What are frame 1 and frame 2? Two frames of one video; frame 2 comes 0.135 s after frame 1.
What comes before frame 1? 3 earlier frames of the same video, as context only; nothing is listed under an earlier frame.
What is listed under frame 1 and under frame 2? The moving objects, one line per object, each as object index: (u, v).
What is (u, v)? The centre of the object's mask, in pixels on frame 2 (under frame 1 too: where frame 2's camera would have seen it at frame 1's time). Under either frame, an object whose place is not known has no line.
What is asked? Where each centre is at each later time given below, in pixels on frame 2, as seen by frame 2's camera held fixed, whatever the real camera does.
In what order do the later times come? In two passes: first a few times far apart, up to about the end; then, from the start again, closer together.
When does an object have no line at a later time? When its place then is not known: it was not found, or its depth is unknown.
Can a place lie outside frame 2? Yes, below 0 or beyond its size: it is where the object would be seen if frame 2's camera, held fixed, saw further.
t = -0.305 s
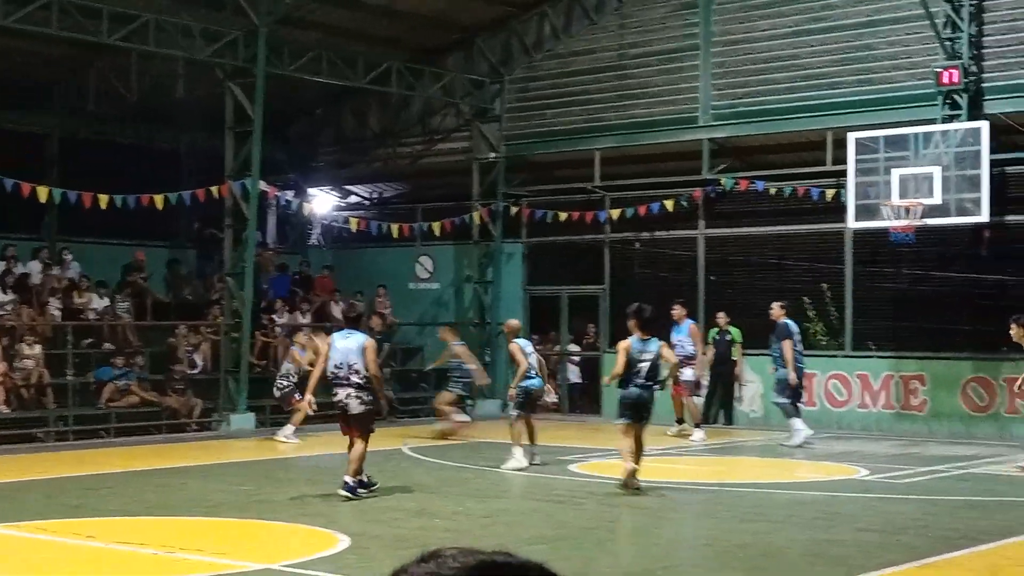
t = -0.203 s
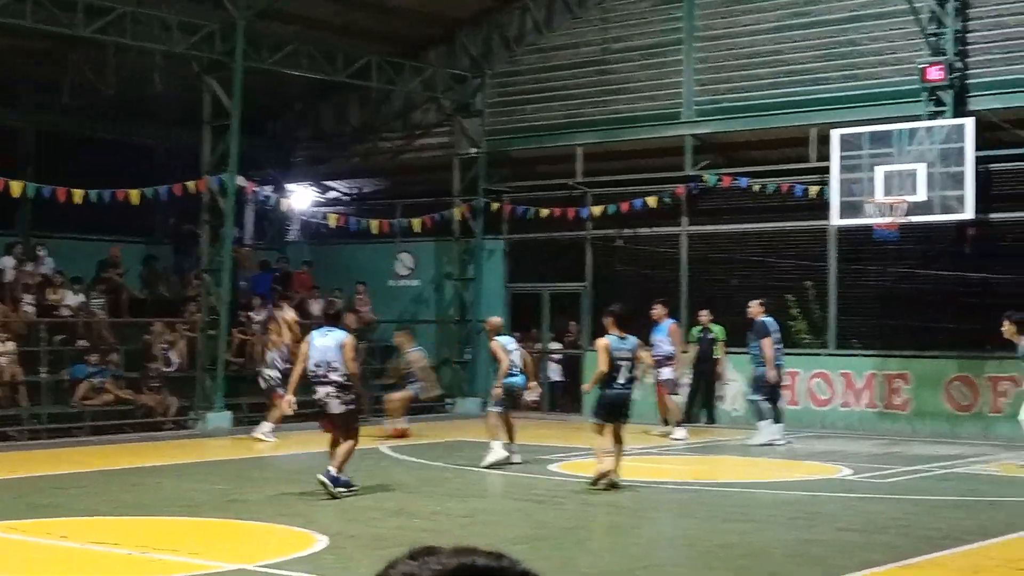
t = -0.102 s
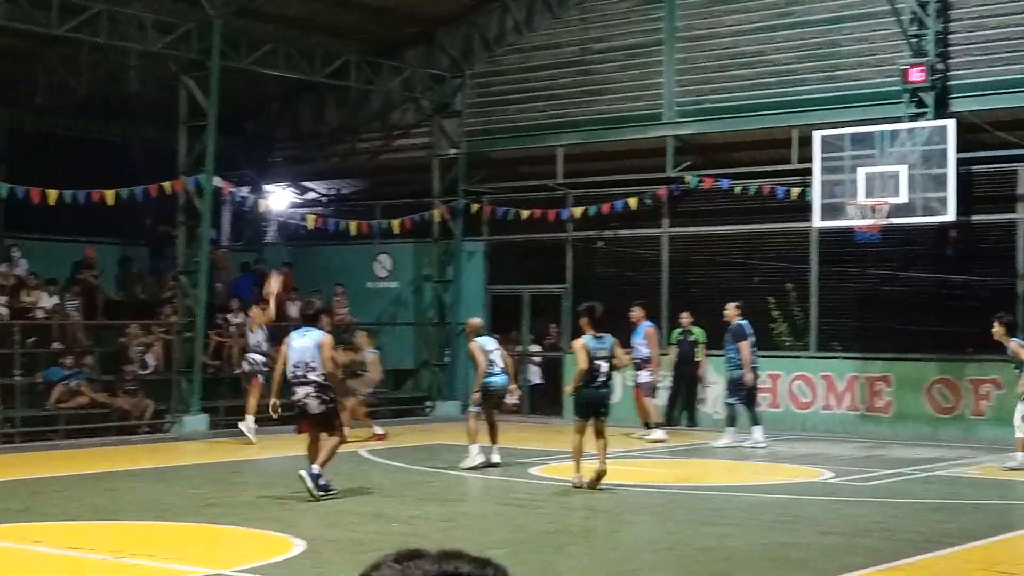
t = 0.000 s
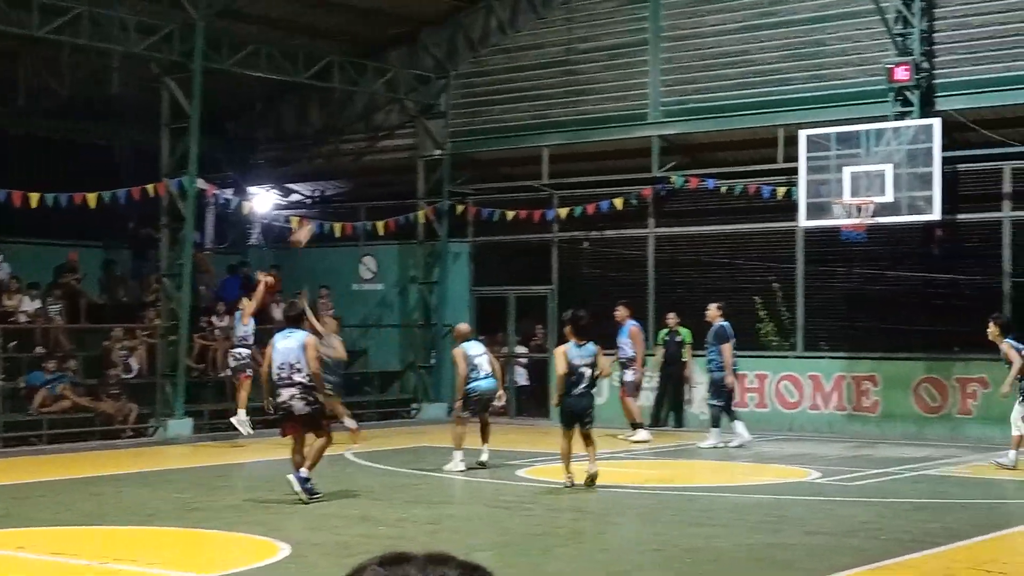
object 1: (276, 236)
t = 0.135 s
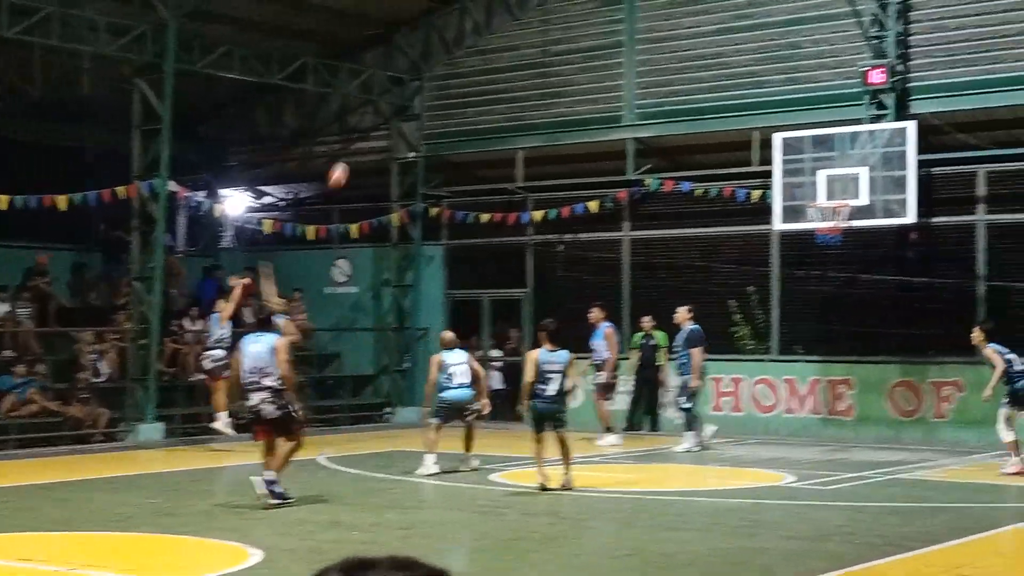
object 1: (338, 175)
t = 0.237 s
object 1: (383, 140)
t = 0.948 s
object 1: (691, 115)
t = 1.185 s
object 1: (792, 194)
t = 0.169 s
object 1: (353, 163)
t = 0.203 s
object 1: (368, 152)
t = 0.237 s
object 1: (383, 140)
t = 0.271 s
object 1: (398, 130)
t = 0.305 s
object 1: (413, 121)
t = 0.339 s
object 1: (428, 113)
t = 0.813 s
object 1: (635, 91)
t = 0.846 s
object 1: (648, 95)
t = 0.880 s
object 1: (662, 101)
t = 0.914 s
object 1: (677, 108)
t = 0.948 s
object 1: (691, 115)
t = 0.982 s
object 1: (706, 124)
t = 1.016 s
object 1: (722, 135)
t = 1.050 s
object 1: (736, 145)
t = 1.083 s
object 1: (750, 155)
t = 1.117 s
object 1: (764, 168)
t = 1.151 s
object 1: (779, 182)
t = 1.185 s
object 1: (792, 194)
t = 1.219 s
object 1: (797, 206)
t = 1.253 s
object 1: (785, 211)
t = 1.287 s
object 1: (766, 222)
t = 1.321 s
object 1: (756, 233)
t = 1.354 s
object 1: (742, 243)
